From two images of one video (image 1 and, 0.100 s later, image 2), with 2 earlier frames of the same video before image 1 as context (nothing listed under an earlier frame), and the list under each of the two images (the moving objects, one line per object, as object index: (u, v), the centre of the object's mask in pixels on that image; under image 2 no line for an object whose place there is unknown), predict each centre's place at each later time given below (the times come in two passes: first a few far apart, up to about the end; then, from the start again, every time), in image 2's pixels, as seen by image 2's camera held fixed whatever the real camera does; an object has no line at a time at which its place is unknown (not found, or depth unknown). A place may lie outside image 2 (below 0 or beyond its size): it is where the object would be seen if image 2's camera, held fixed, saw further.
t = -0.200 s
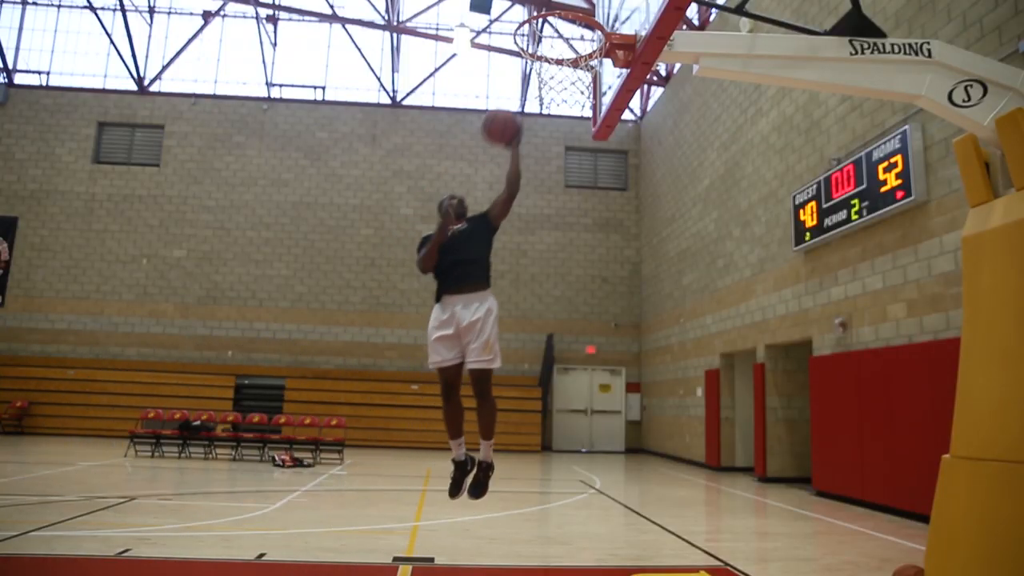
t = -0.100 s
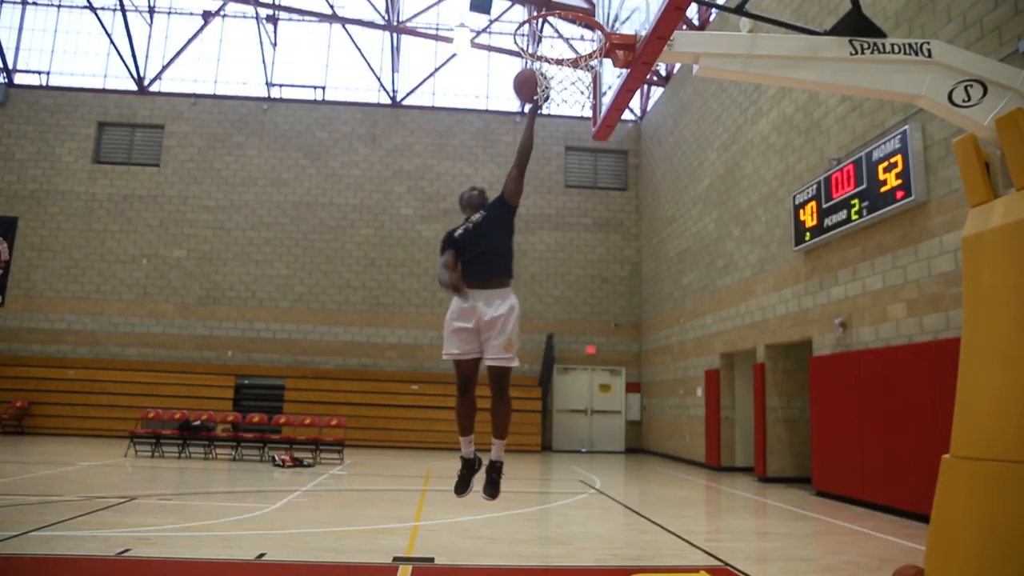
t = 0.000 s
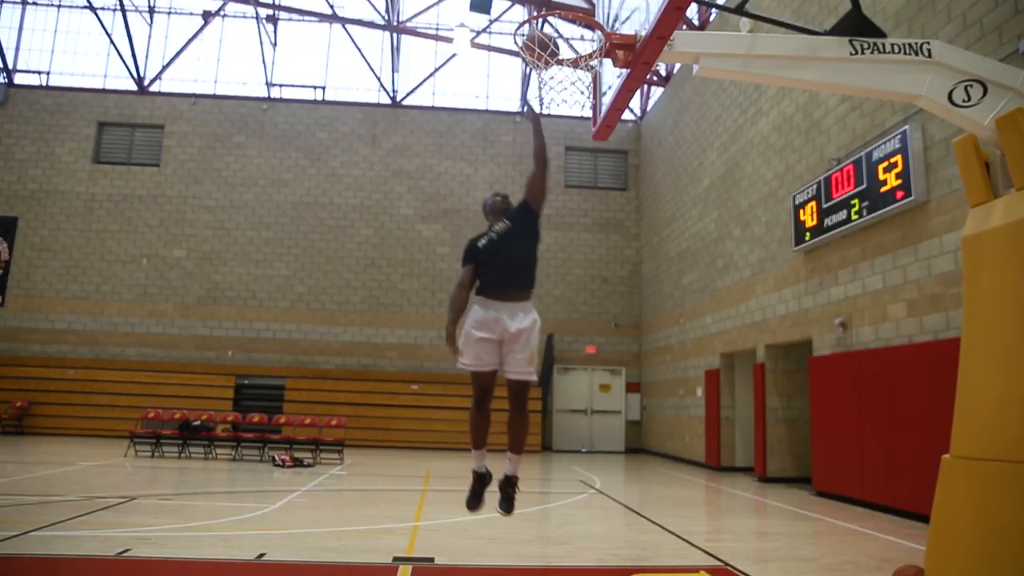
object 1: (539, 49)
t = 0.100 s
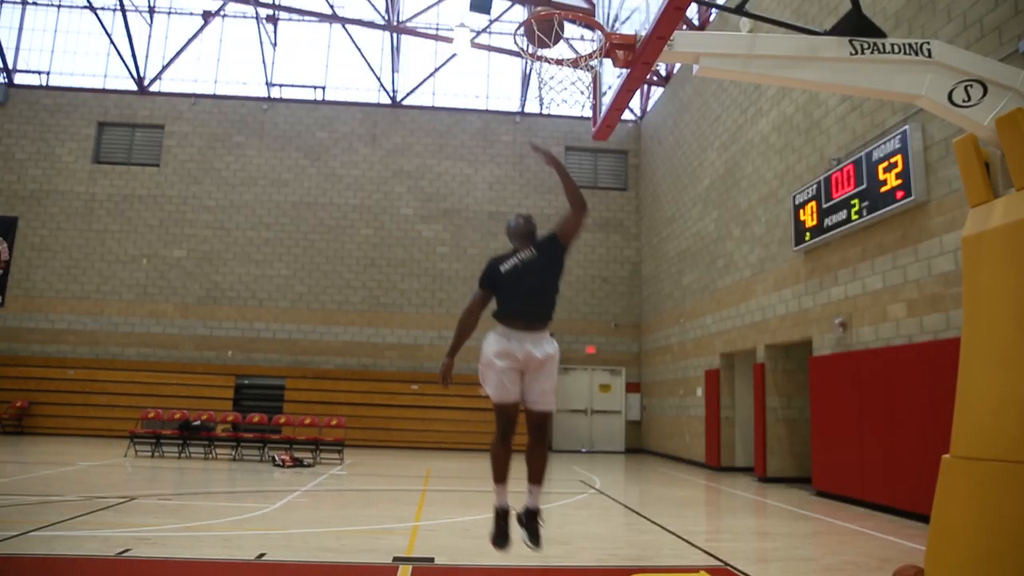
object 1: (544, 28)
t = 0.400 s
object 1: (556, 50)
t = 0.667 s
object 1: (573, 196)
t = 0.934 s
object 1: (589, 535)
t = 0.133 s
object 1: (545, 24)
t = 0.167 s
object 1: (546, 21)
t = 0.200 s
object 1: (547, 20)
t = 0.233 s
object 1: (549, 20)
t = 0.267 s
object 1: (550, 22)
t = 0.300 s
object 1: (551, 26)
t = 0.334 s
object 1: (552, 34)
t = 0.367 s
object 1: (554, 41)
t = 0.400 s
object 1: (556, 50)
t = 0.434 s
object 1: (556, 63)
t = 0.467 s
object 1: (558, 76)
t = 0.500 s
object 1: (561, 90)
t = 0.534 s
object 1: (563, 107)
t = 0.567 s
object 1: (566, 125)
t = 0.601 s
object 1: (569, 145)
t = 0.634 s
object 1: (571, 170)
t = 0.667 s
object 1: (573, 196)
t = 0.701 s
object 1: (575, 225)
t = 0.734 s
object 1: (578, 259)
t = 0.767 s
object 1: (580, 295)
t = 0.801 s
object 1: (582, 335)
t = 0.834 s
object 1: (583, 379)
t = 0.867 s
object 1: (586, 431)
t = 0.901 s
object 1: (587, 481)
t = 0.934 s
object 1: (589, 535)
